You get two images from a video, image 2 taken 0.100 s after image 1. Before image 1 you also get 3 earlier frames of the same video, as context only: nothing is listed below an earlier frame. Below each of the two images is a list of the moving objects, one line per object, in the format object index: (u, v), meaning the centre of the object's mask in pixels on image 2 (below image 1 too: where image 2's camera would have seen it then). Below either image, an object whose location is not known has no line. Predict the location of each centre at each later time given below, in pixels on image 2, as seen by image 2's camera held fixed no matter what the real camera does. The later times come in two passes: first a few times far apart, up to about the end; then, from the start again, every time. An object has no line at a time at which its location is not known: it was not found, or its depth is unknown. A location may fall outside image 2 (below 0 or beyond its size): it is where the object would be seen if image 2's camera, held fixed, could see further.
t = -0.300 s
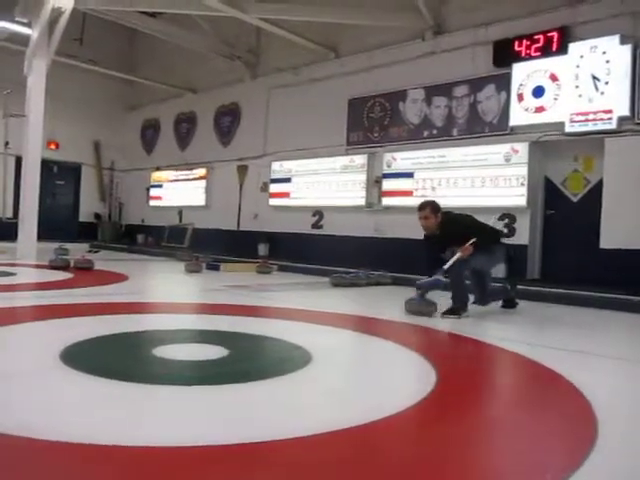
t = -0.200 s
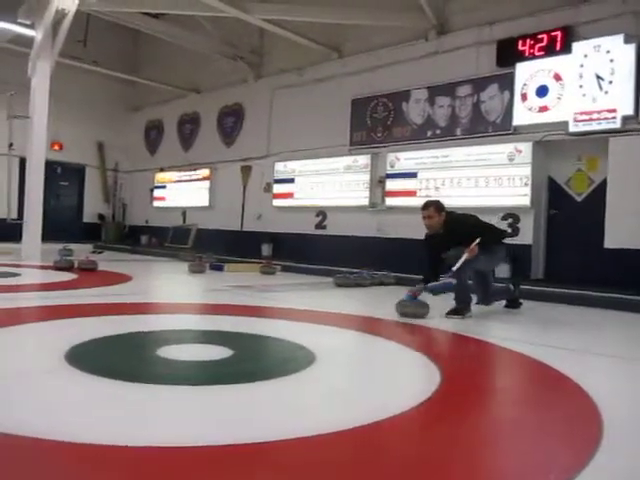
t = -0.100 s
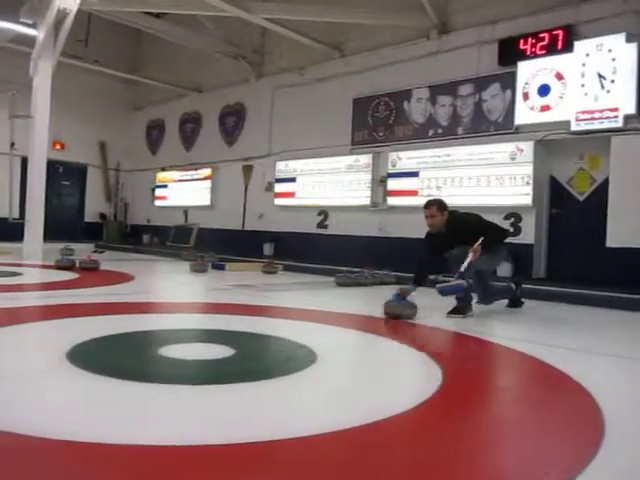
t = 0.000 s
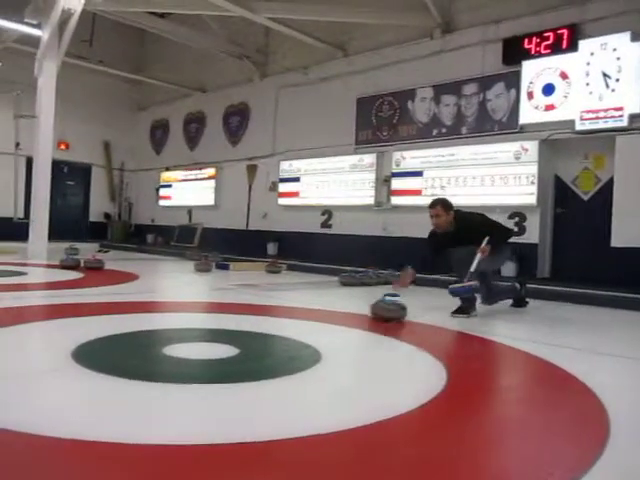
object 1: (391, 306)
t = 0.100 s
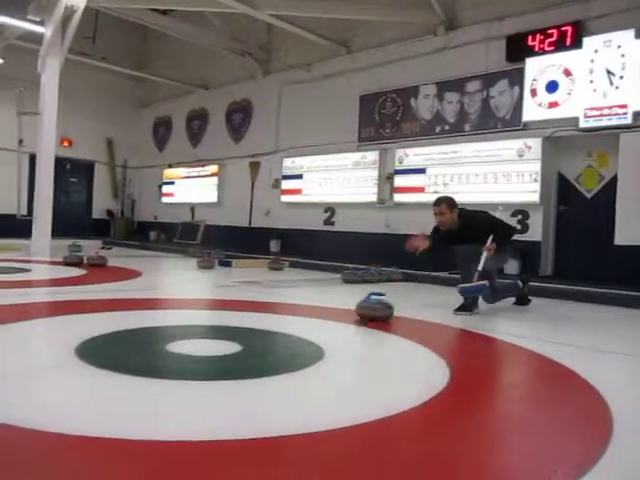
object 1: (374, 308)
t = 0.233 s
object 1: (351, 311)
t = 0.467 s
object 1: (300, 319)
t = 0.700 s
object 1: (239, 327)
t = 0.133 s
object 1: (369, 308)
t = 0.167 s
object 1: (363, 309)
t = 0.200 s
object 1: (356, 310)
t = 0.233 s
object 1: (351, 311)
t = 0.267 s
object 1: (344, 312)
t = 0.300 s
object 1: (337, 313)
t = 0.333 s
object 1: (330, 314)
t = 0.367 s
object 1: (323, 315)
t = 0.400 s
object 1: (316, 316)
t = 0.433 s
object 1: (308, 318)
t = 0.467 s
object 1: (300, 319)
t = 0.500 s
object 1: (292, 320)
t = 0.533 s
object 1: (284, 321)
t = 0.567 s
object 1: (275, 323)
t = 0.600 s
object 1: (267, 324)
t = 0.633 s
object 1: (258, 325)
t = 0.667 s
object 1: (249, 326)
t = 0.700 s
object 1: (239, 327)
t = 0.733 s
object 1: (229, 328)
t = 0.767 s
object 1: (219, 328)
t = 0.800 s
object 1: (209, 329)
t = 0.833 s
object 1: (198, 330)
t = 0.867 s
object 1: (187, 332)
